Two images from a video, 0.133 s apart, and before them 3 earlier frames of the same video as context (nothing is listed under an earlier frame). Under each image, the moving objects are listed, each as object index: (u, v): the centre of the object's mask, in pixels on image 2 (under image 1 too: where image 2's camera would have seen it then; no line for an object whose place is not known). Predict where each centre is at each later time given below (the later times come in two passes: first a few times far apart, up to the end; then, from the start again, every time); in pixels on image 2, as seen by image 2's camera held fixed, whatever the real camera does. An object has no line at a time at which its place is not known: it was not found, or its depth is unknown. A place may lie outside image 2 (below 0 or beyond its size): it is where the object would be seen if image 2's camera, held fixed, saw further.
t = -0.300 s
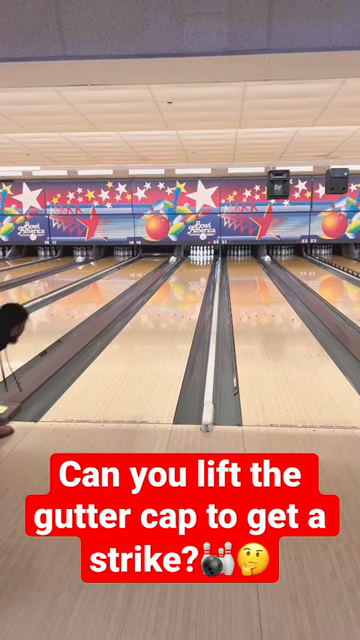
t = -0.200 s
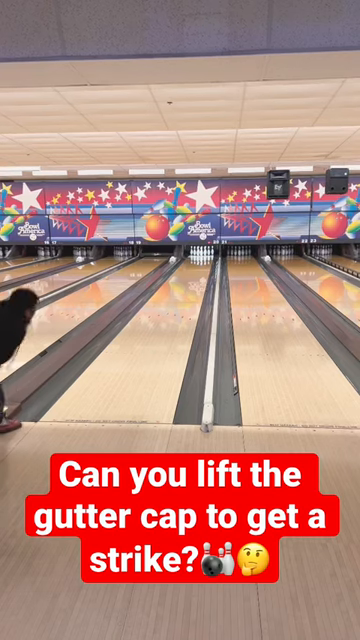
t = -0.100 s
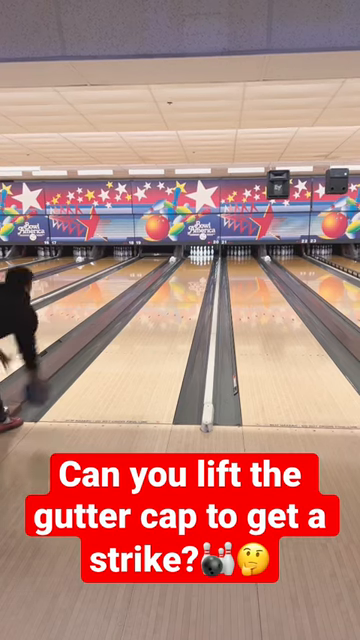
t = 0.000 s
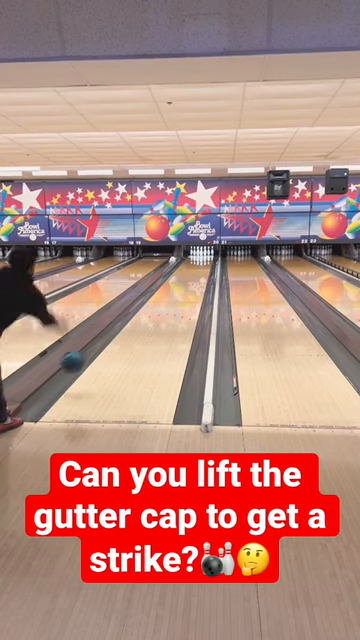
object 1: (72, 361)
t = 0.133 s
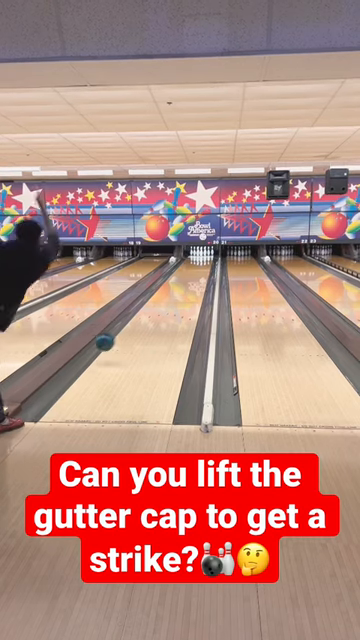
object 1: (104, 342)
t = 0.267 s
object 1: (127, 337)
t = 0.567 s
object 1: (158, 308)
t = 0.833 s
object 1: (175, 292)
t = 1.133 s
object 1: (187, 280)
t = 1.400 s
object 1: (195, 272)
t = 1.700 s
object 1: (200, 266)
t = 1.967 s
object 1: (203, 261)
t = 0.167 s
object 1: (111, 340)
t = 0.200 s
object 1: (116, 339)
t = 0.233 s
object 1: (122, 339)
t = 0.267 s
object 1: (127, 337)
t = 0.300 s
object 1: (131, 332)
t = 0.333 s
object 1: (135, 329)
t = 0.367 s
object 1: (139, 326)
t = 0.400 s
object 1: (143, 322)
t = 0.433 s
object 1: (146, 319)
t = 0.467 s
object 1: (150, 316)
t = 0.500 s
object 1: (153, 313)
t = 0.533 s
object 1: (155, 310)
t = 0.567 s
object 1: (158, 308)
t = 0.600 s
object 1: (160, 306)
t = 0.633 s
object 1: (163, 303)
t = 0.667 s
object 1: (165, 301)
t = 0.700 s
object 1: (167, 299)
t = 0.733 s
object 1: (170, 297)
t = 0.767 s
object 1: (171, 296)
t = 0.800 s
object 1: (173, 294)
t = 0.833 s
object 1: (175, 292)
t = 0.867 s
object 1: (177, 291)
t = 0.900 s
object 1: (178, 289)
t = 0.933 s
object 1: (180, 288)
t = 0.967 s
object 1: (181, 286)
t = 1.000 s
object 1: (182, 285)
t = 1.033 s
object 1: (184, 284)
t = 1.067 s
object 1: (185, 282)
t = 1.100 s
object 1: (186, 281)
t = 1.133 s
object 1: (187, 280)
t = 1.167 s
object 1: (189, 279)
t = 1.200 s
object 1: (189, 278)
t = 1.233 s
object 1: (190, 277)
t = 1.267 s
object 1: (191, 276)
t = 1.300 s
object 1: (193, 275)
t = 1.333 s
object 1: (193, 274)
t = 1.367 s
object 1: (194, 273)
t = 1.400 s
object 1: (195, 272)
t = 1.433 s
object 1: (196, 271)
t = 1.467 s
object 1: (196, 271)
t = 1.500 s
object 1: (197, 270)
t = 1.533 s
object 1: (198, 269)
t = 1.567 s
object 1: (198, 268)
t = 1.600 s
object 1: (199, 268)
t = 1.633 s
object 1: (199, 267)
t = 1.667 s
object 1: (200, 266)
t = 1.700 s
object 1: (200, 266)
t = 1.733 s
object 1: (200, 265)
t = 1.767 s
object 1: (201, 264)
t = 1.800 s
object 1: (202, 264)
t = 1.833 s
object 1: (202, 263)
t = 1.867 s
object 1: (202, 262)
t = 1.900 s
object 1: (203, 262)
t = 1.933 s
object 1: (203, 262)
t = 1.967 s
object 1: (203, 261)
